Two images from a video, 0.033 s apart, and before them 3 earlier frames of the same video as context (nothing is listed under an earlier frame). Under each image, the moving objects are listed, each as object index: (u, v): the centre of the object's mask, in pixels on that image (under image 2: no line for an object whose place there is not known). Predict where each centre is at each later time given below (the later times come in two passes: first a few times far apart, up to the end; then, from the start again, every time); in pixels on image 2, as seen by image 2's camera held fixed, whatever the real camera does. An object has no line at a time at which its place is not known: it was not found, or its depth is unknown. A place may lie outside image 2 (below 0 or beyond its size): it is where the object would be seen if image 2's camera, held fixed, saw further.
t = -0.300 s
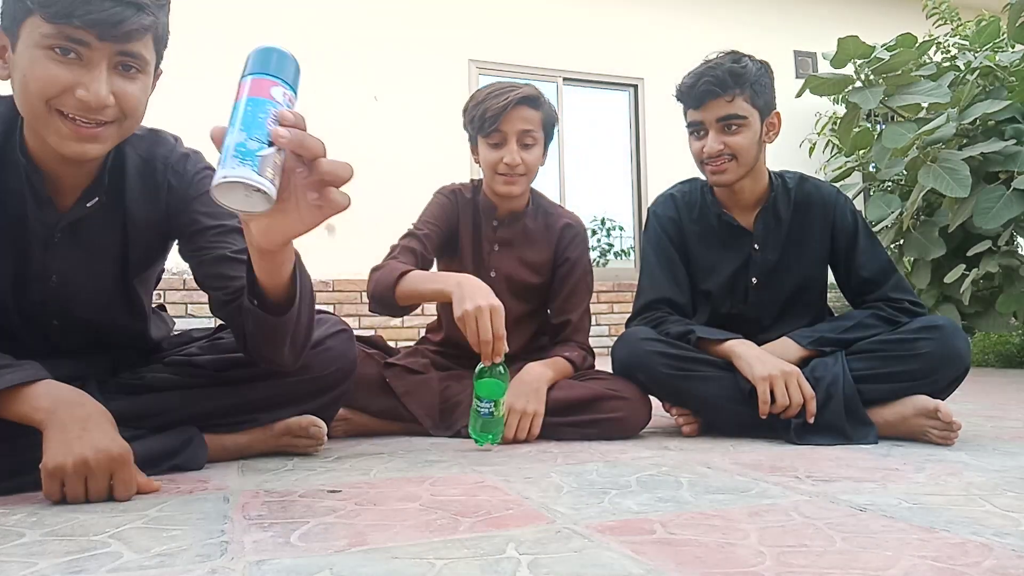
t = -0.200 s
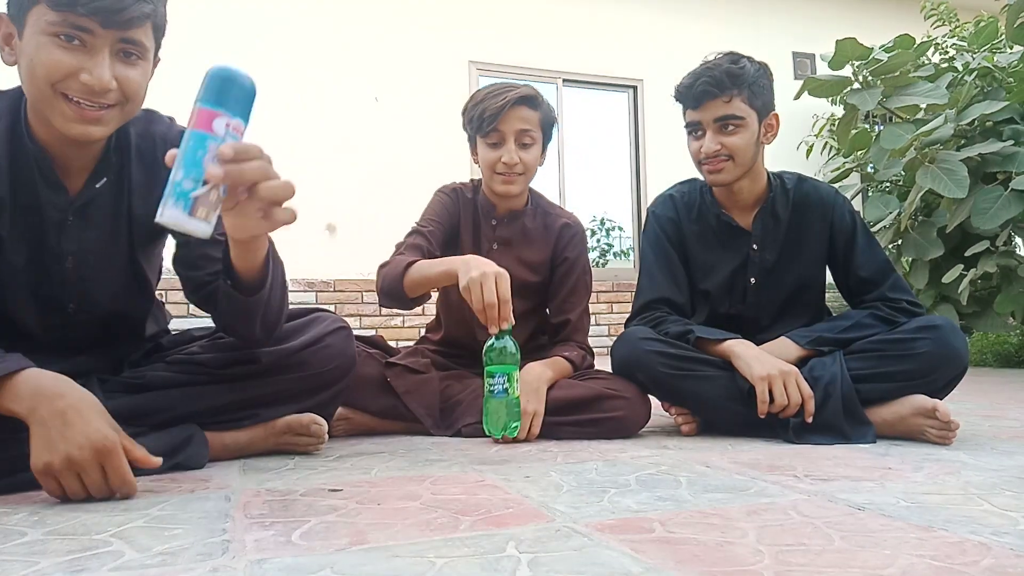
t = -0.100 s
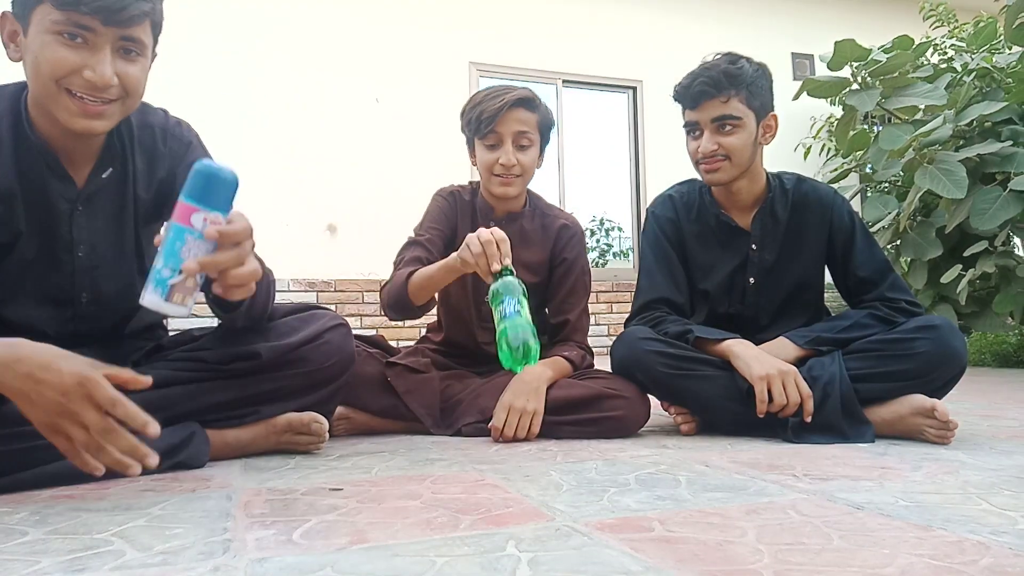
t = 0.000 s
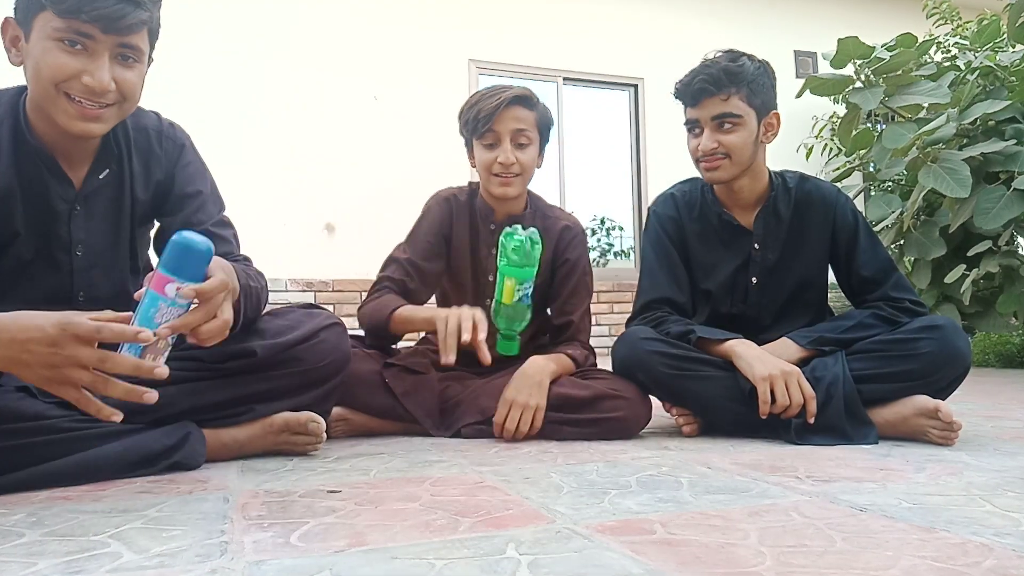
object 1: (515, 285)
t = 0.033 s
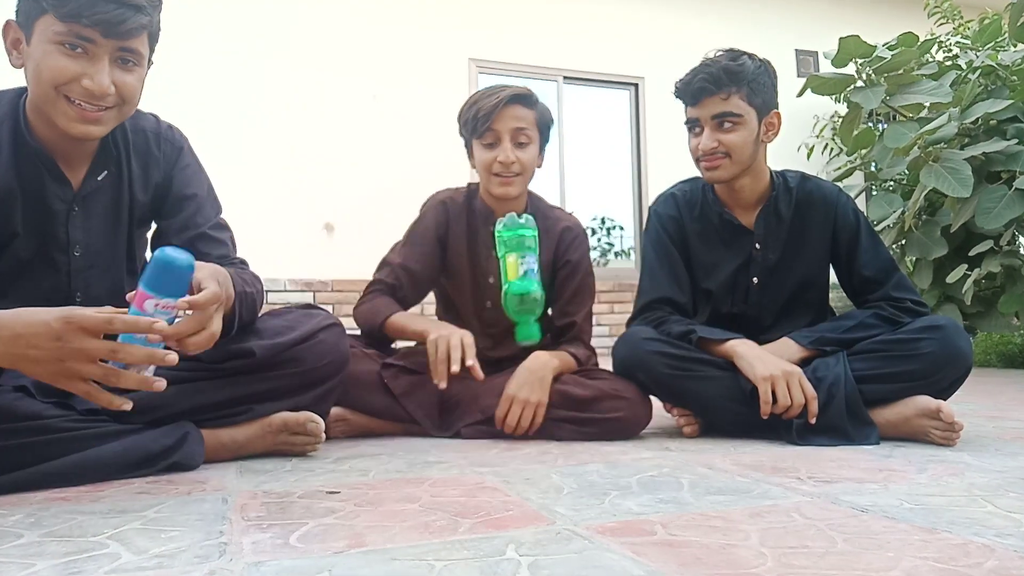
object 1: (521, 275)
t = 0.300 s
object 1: (527, 441)
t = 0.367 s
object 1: (532, 444)
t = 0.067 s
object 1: (526, 261)
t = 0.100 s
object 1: (527, 254)
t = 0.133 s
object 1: (527, 258)
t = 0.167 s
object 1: (526, 275)
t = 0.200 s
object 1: (525, 304)
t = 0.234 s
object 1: (525, 348)
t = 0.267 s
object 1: (526, 403)
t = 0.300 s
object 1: (527, 441)
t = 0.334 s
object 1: (531, 449)
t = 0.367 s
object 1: (532, 444)
